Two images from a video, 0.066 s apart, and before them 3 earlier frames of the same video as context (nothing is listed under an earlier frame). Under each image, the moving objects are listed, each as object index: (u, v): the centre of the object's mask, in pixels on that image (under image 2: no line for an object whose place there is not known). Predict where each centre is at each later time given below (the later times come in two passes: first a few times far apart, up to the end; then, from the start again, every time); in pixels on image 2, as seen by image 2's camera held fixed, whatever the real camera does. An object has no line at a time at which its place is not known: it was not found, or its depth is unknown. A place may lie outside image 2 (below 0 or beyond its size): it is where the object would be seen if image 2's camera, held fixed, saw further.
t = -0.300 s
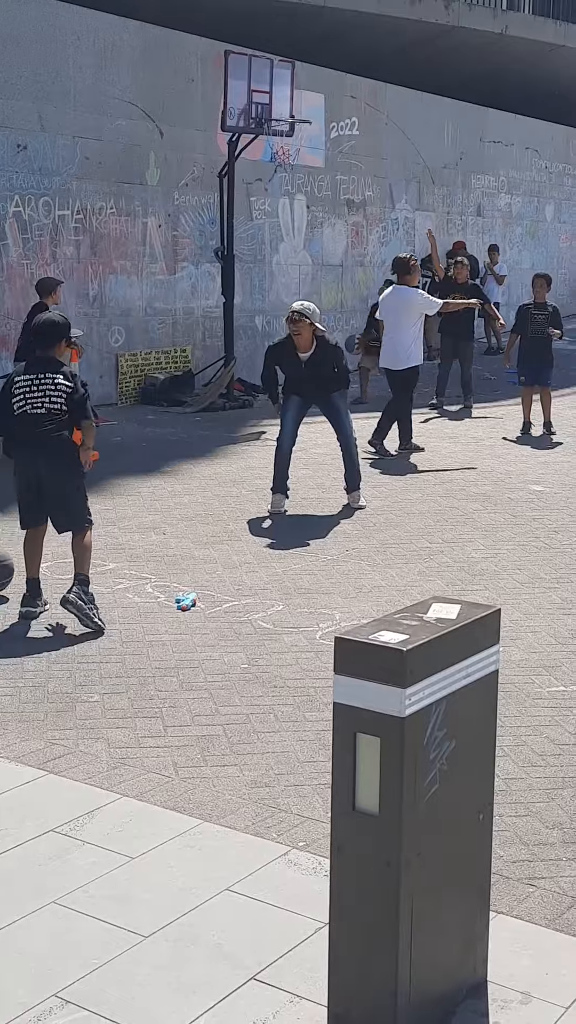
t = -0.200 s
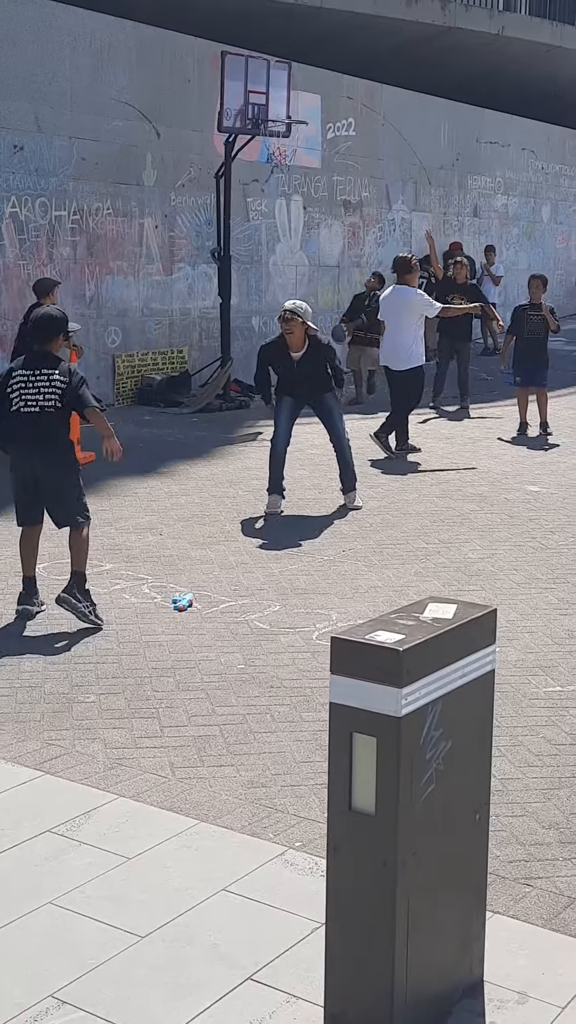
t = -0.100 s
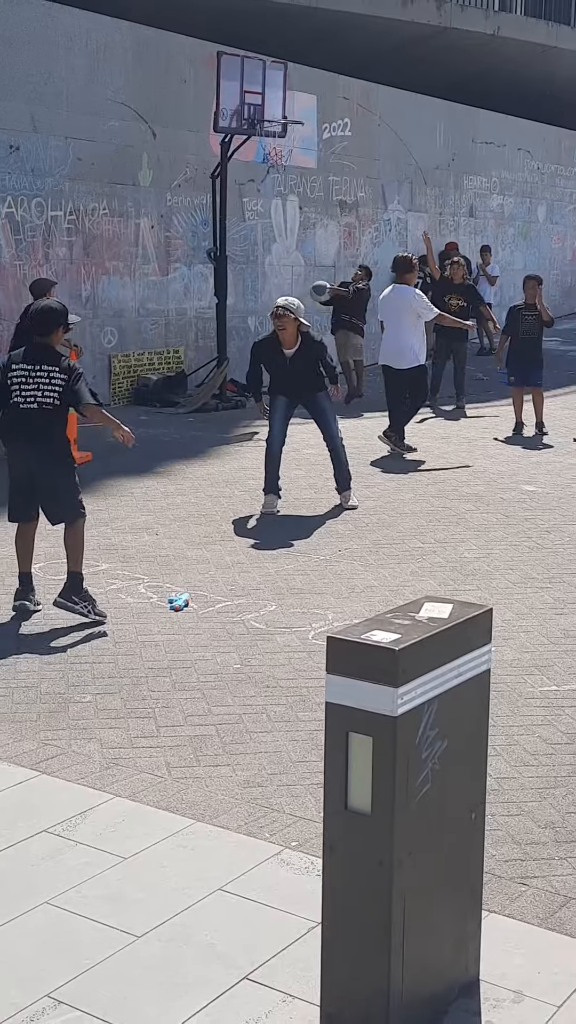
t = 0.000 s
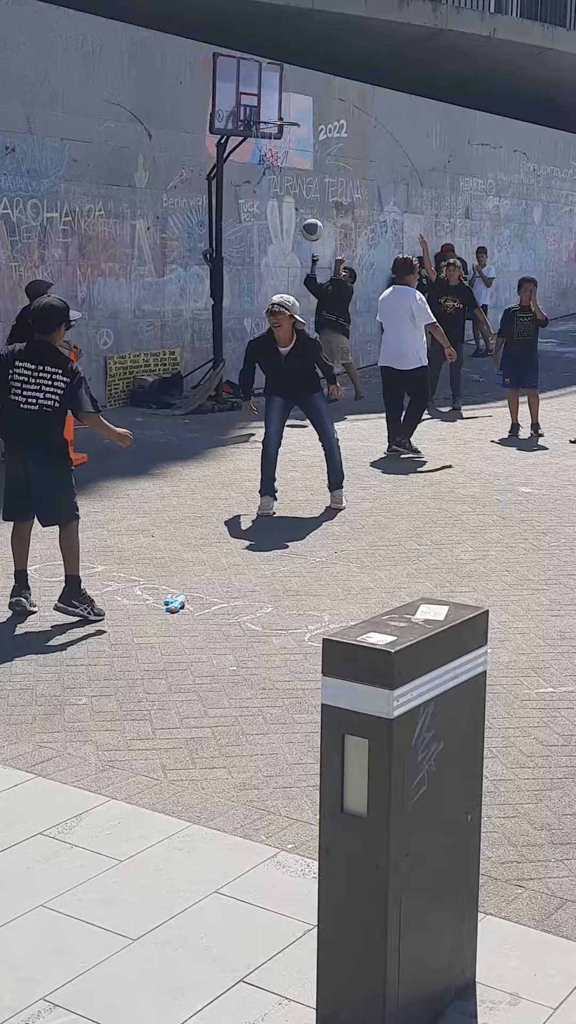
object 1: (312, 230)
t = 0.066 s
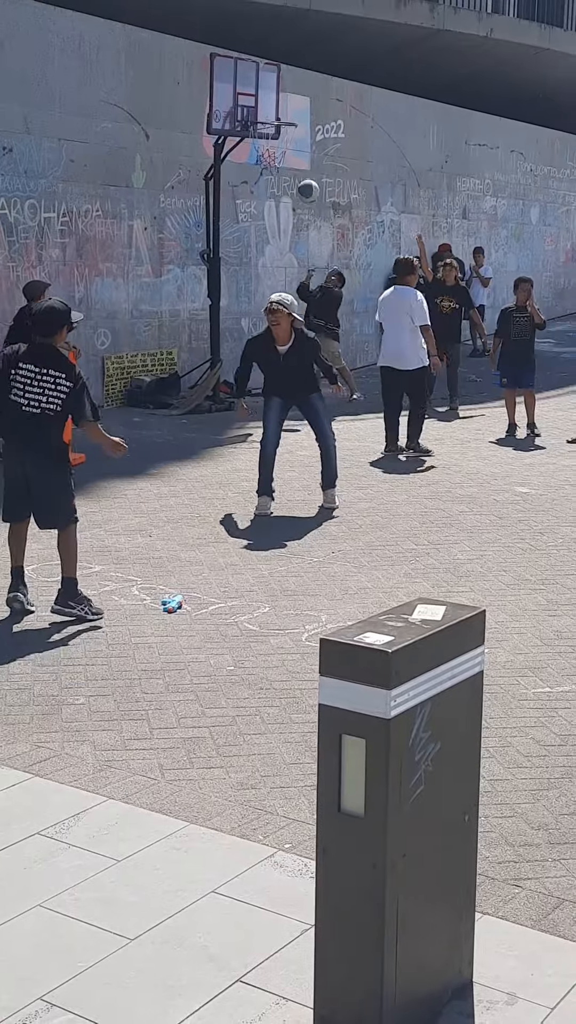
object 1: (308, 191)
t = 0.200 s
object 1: (305, 124)
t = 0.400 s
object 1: (302, 54)
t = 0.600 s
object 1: (297, 22)
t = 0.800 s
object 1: (291, 30)
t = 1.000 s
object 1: (283, 78)
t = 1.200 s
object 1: (273, 106)
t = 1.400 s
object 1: (262, 112)
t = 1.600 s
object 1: (277, 129)
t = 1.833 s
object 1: (286, 143)
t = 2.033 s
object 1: (285, 143)
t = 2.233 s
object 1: (281, 144)
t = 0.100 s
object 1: (307, 172)
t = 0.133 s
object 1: (307, 156)
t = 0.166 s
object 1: (305, 139)
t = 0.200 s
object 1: (305, 124)
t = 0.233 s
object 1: (304, 110)
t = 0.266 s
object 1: (304, 96)
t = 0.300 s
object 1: (303, 84)
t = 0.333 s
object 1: (303, 73)
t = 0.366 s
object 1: (302, 63)
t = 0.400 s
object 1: (302, 54)
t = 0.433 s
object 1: (301, 46)
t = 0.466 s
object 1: (300, 40)
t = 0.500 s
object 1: (299, 34)
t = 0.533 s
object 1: (299, 29)
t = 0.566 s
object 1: (298, 25)
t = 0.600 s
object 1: (297, 22)
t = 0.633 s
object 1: (296, 20)
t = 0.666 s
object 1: (295, 20)
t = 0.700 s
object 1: (294, 21)
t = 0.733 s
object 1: (293, 23)
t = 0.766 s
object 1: (292, 26)
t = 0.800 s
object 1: (291, 30)
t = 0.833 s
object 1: (289, 35)
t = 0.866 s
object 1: (288, 42)
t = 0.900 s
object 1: (287, 50)
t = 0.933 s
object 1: (286, 58)
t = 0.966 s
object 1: (284, 68)
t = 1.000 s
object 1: (283, 78)
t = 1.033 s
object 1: (282, 91)
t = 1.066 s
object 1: (280, 105)
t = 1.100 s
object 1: (279, 114)
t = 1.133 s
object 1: (277, 110)
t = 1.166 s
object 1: (274, 108)
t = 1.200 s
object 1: (273, 106)
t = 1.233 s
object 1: (270, 105)
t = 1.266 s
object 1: (269, 106)
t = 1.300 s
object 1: (267, 107)
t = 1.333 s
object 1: (263, 110)
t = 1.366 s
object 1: (262, 112)
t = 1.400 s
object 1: (262, 112)
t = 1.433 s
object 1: (264, 112)
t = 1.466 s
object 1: (268, 112)
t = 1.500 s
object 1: (270, 114)
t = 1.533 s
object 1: (272, 116)
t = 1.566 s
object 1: (275, 120)
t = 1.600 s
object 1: (277, 129)
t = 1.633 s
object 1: (280, 136)
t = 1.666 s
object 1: (281, 142)
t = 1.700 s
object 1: (283, 145)
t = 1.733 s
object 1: (284, 143)
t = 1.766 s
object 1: (285, 143)
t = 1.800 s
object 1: (286, 143)
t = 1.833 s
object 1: (286, 143)
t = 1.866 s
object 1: (286, 143)
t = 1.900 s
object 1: (287, 142)
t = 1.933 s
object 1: (287, 142)
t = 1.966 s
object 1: (287, 142)
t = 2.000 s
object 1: (286, 143)
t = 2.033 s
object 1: (285, 143)
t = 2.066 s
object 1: (285, 143)
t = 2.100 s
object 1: (284, 144)
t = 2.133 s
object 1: (283, 144)
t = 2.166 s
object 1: (282, 144)
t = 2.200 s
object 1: (281, 144)
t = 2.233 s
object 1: (281, 144)
